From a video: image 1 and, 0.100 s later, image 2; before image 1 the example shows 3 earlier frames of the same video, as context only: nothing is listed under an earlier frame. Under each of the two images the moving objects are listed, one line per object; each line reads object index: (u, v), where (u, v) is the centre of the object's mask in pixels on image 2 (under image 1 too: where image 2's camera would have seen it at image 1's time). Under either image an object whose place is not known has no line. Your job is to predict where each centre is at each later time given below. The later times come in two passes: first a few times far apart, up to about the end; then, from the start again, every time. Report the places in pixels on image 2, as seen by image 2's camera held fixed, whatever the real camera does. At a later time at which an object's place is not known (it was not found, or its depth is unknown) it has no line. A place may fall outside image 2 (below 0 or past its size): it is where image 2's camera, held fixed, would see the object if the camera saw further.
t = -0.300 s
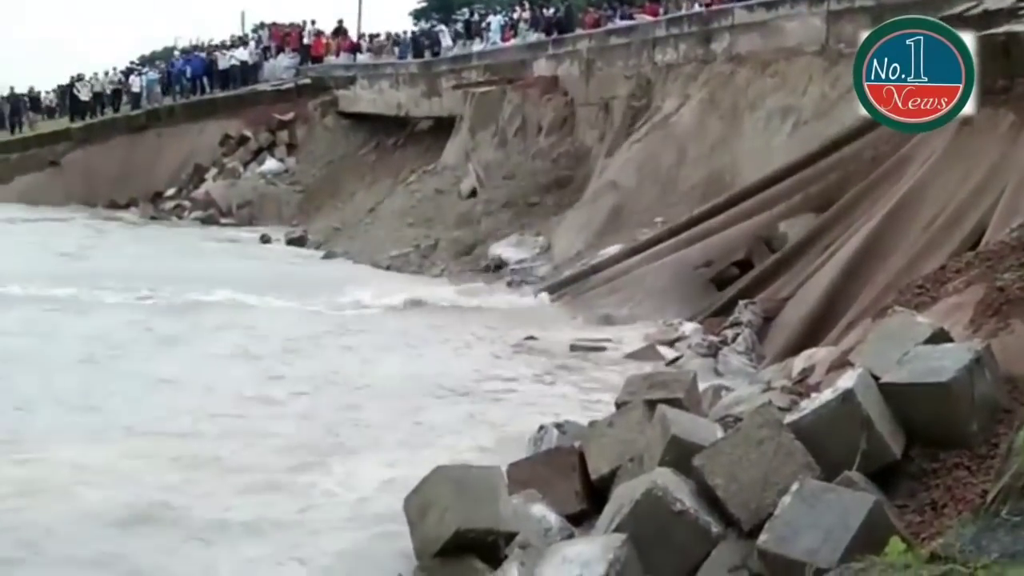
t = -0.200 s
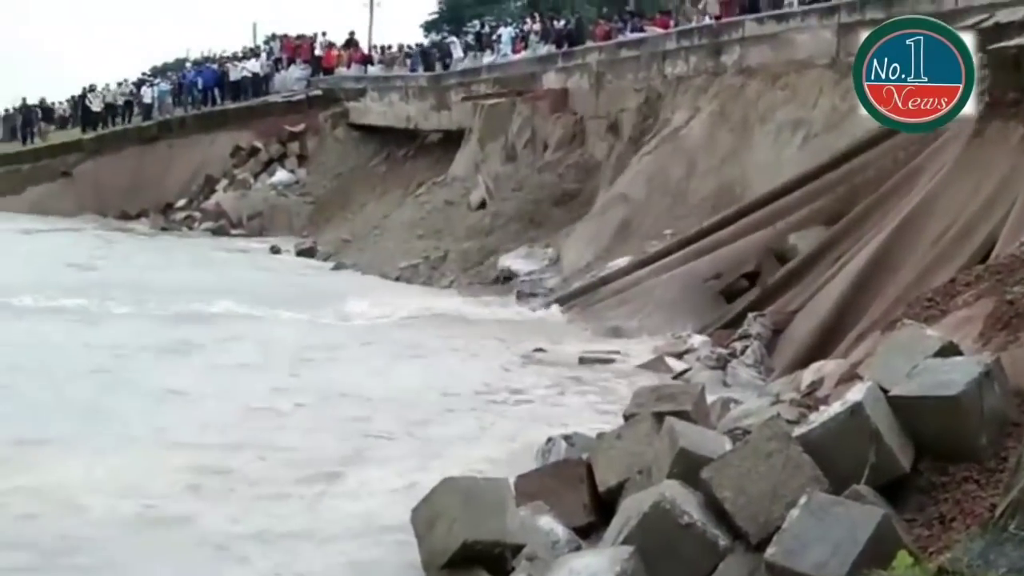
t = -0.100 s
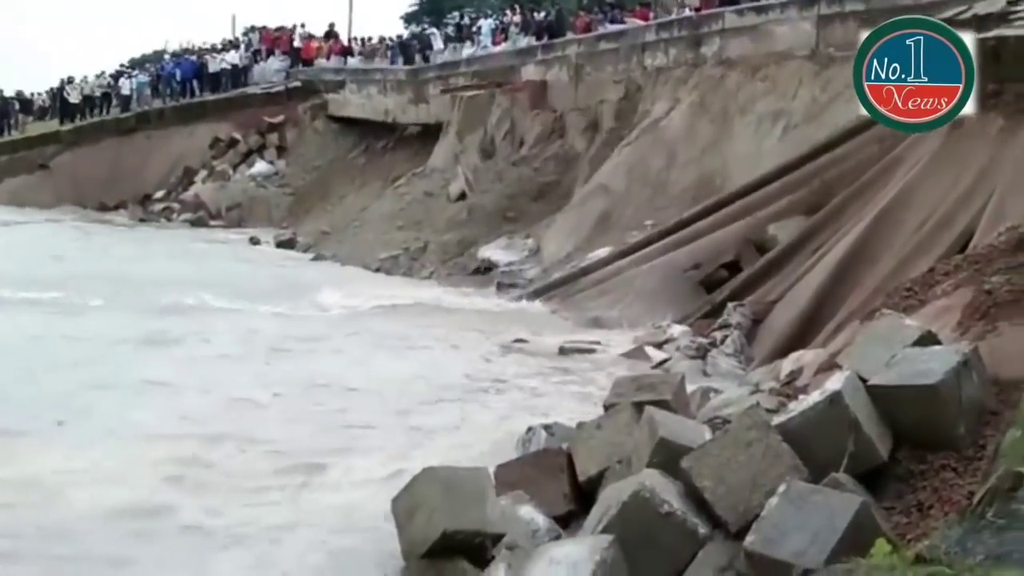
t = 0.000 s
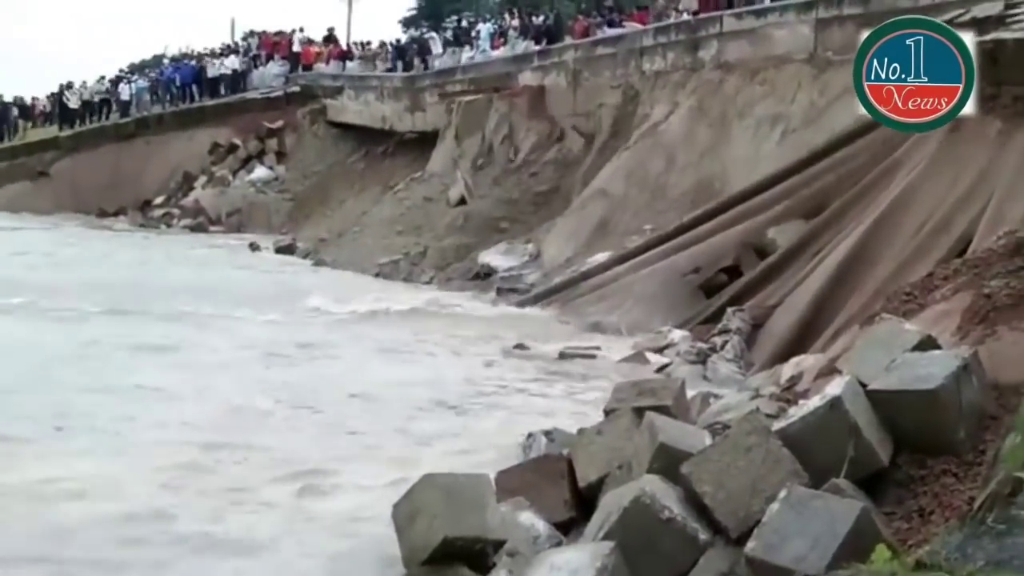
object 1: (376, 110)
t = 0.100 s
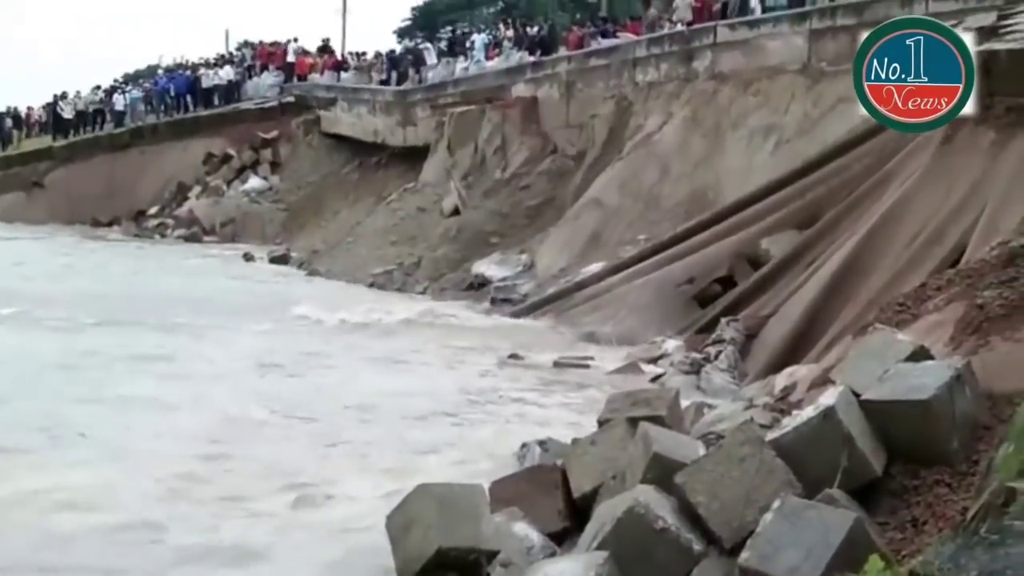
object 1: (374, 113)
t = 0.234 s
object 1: (374, 117)
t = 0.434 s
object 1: (371, 125)
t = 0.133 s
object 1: (372, 114)
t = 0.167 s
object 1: (376, 115)
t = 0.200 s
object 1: (373, 117)
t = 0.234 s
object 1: (374, 117)
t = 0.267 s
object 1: (373, 118)
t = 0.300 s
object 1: (373, 120)
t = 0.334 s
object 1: (373, 120)
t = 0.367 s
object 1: (373, 122)
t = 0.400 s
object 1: (372, 124)
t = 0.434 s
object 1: (371, 125)
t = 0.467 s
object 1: (371, 127)
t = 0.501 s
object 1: (364, 135)
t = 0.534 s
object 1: (369, 129)
